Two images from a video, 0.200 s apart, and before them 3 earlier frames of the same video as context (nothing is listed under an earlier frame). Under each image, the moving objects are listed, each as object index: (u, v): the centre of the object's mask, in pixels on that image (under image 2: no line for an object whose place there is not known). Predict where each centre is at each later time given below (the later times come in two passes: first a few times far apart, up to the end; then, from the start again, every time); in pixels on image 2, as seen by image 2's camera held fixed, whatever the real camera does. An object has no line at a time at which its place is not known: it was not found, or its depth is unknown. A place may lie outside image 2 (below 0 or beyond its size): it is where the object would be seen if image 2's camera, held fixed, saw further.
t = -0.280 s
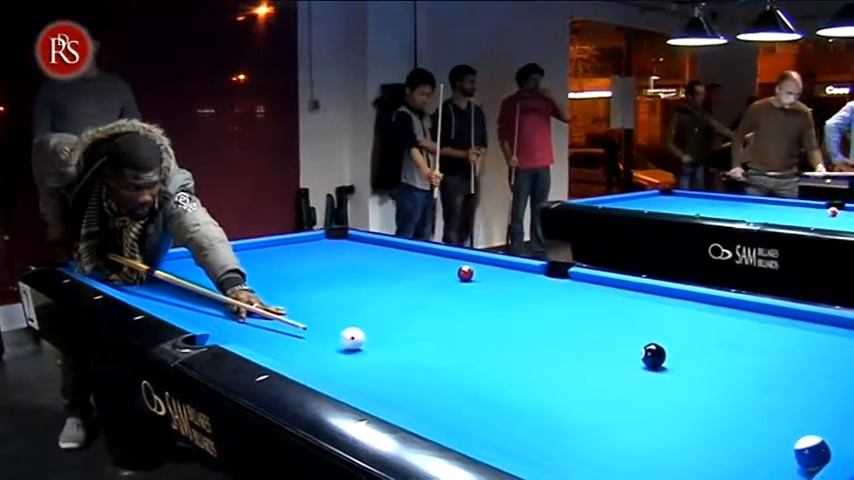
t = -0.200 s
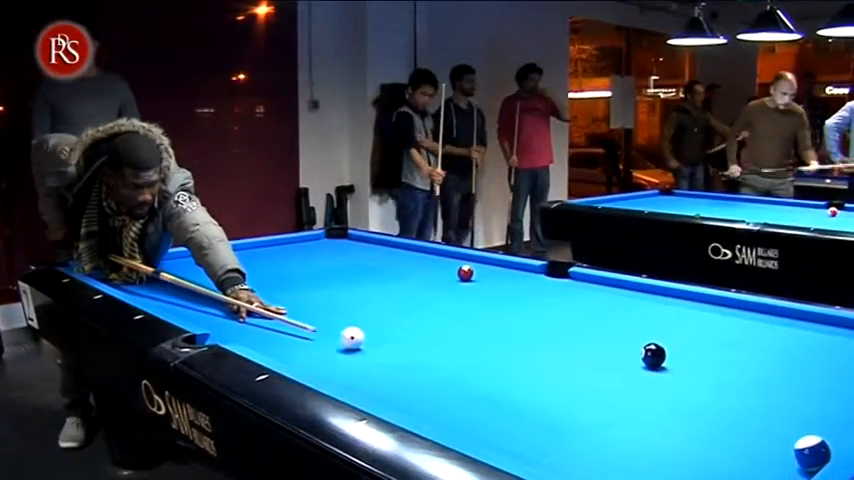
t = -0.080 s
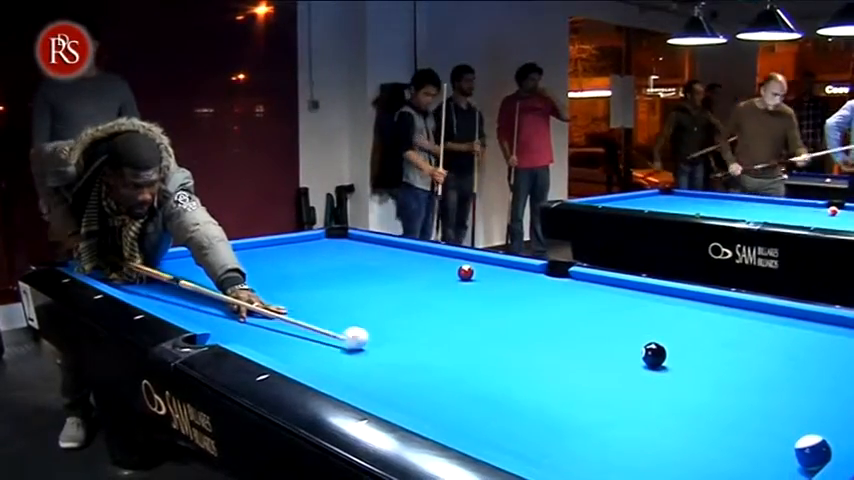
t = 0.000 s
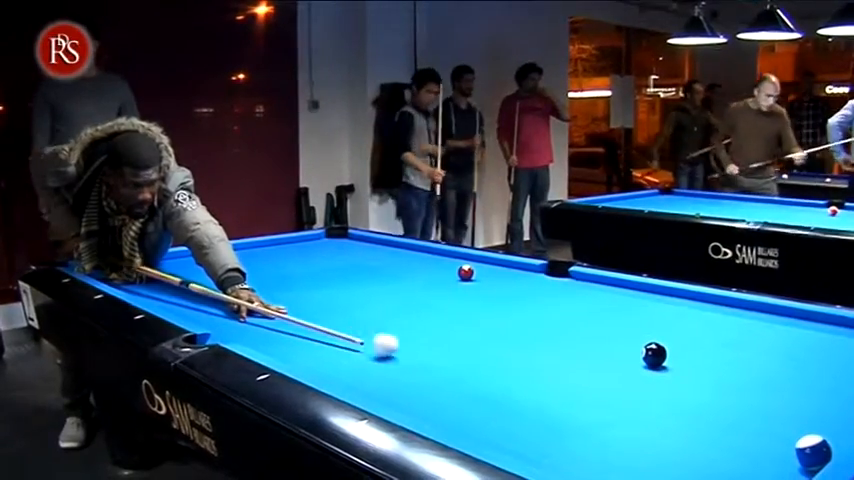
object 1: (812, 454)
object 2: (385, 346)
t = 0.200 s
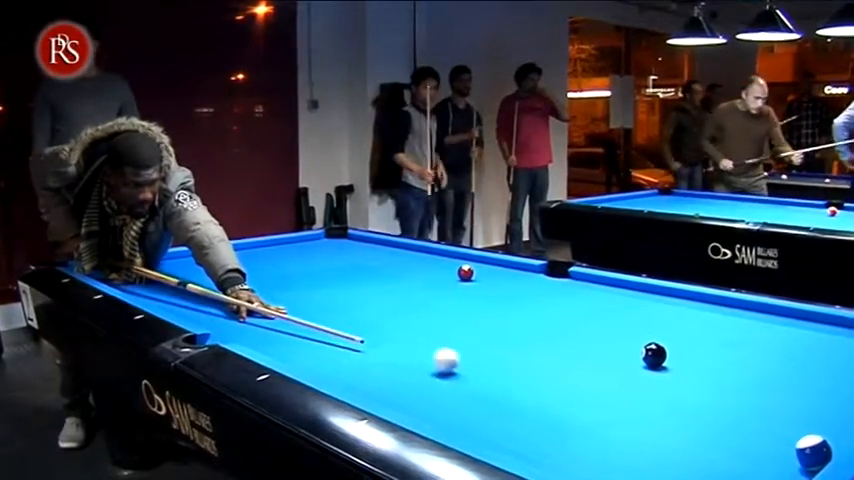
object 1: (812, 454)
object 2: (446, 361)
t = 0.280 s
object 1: (813, 454)
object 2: (467, 367)
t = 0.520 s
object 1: (812, 454)
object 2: (535, 383)
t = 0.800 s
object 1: (812, 454)
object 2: (624, 403)
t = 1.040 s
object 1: (813, 454)
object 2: (705, 421)
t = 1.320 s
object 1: (812, 455)
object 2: (791, 436)
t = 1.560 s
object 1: (784, 449)
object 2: (827, 434)
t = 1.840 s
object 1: (753, 446)
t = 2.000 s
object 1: (738, 444)
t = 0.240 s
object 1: (813, 454)
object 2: (456, 364)
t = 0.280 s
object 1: (813, 454)
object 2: (467, 367)
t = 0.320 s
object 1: (813, 455)
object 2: (479, 369)
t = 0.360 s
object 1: (812, 455)
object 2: (489, 372)
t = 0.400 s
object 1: (812, 454)
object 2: (501, 374)
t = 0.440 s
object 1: (812, 454)
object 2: (512, 377)
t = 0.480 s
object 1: (812, 454)
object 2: (523, 380)
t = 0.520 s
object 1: (812, 454)
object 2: (535, 383)
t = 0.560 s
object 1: (812, 454)
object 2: (548, 386)
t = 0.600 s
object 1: (812, 454)
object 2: (560, 389)
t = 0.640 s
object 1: (812, 454)
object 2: (573, 391)
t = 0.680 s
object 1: (812, 454)
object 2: (585, 394)
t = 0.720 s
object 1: (812, 454)
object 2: (598, 397)
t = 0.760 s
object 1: (812, 454)
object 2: (611, 400)
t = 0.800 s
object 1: (812, 454)
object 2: (624, 403)
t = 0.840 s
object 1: (812, 454)
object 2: (637, 406)
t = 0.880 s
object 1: (812, 454)
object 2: (650, 409)
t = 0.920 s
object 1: (812, 454)
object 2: (664, 412)
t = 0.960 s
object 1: (813, 454)
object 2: (678, 415)
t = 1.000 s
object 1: (813, 454)
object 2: (691, 419)
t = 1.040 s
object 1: (813, 454)
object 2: (705, 421)
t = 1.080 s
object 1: (813, 454)
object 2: (720, 424)
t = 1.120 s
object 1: (813, 454)
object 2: (734, 428)
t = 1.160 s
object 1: (813, 454)
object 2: (749, 431)
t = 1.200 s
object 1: (813, 454)
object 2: (764, 434)
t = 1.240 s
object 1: (813, 454)
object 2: (779, 438)
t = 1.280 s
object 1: (817, 455)
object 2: (788, 438)
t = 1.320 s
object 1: (812, 455)
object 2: (791, 436)
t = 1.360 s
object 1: (807, 455)
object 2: (797, 432)
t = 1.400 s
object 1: (804, 456)
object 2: (807, 430)
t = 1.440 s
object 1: (795, 452)
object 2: (814, 434)
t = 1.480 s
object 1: (792, 452)
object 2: (818, 434)
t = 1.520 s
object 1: (788, 451)
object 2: (821, 435)
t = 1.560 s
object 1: (784, 449)
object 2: (827, 434)
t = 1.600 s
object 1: (780, 448)
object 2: (832, 433)
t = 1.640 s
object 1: (775, 448)
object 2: (835, 432)
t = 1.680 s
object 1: (770, 447)
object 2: (837, 432)
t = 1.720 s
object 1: (765, 447)
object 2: (840, 431)
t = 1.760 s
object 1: (761, 446)
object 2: (840, 428)
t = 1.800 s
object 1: (757, 446)
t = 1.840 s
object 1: (753, 446)
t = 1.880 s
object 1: (749, 445)
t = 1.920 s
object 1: (745, 445)
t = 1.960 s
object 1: (741, 444)
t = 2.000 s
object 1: (738, 444)
